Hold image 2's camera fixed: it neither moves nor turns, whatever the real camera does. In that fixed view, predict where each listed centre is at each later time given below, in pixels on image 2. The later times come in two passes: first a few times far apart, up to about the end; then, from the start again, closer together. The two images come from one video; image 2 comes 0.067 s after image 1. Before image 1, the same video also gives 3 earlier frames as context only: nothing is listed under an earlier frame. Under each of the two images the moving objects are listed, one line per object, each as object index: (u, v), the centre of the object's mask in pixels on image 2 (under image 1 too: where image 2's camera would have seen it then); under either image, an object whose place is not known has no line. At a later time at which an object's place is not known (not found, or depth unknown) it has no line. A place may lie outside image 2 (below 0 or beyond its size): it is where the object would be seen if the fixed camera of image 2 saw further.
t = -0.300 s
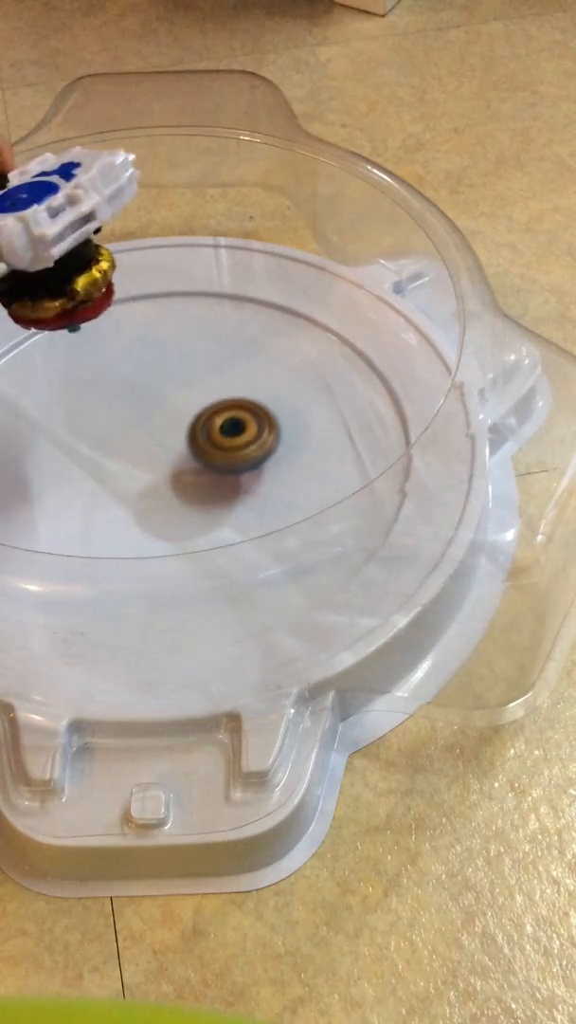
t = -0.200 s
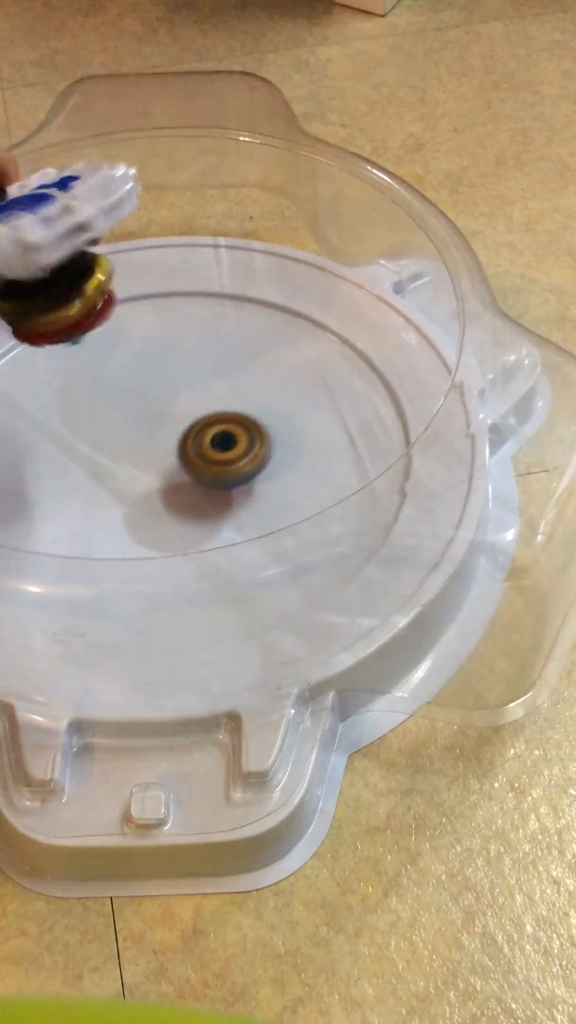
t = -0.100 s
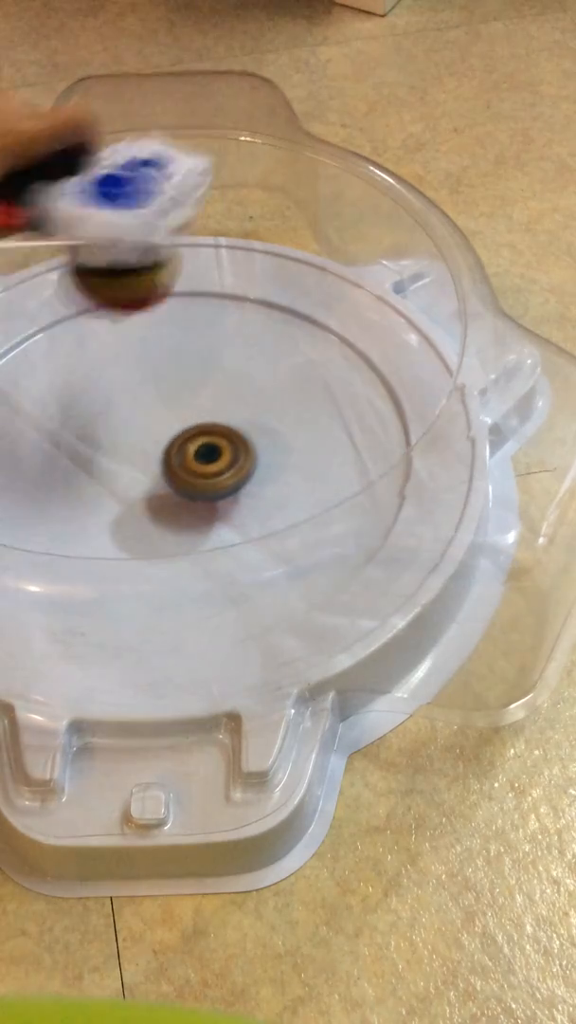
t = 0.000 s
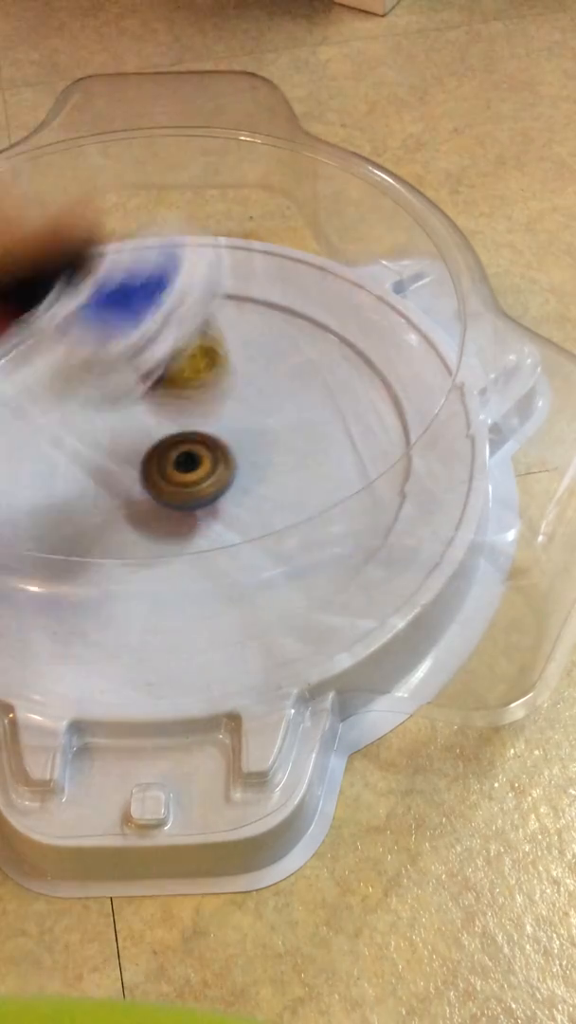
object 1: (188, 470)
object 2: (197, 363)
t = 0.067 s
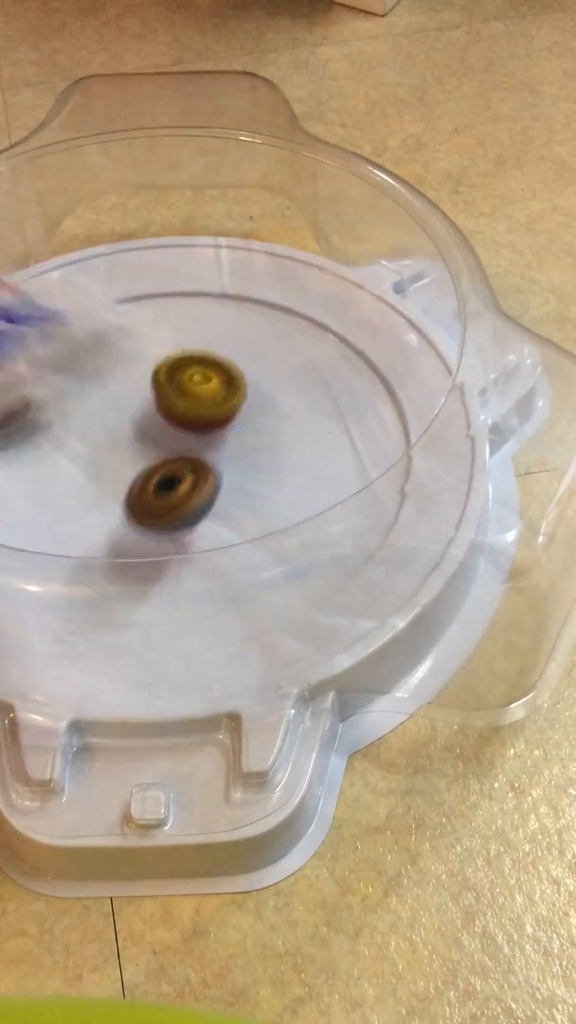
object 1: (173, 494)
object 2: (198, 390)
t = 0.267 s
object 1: (135, 602)
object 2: (214, 312)
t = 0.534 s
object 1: (66, 496)
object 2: (295, 415)
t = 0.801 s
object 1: (90, 369)
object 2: (120, 584)
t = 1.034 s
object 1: (141, 339)
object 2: (15, 410)
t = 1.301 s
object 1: (219, 377)
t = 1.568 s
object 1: (227, 443)
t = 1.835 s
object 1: (194, 484)
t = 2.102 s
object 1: (161, 486)
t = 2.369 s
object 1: (161, 455)
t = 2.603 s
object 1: (180, 430)
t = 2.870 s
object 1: (190, 425)
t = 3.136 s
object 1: (177, 436)
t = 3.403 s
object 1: (154, 451)
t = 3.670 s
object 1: (148, 455)
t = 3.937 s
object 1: (164, 458)
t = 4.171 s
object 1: (183, 458)
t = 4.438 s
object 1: (190, 452)
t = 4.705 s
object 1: (188, 440)
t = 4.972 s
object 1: (177, 434)
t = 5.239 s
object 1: (162, 439)
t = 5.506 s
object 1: (156, 450)
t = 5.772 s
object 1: (164, 460)
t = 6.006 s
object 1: (175, 461)
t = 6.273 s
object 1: (185, 453)
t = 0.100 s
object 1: (168, 514)
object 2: (199, 358)
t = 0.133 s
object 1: (165, 551)
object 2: (200, 338)
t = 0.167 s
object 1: (160, 588)
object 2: (203, 331)
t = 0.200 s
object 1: (150, 581)
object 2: (205, 316)
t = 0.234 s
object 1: (141, 586)
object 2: (209, 310)
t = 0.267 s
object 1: (135, 602)
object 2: (214, 312)
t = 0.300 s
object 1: (122, 589)
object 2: (219, 312)
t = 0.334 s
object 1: (113, 582)
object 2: (226, 319)
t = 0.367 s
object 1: (106, 580)
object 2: (234, 330)
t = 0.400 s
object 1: (95, 558)
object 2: (244, 343)
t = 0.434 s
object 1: (88, 549)
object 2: (254, 359)
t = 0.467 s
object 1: (81, 524)
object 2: (266, 374)
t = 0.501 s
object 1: (72, 513)
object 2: (280, 393)
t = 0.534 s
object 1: (66, 496)
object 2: (295, 415)
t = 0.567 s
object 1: (60, 477)
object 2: (304, 440)
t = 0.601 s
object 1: (59, 456)
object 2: (306, 467)
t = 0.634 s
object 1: (60, 438)
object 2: (299, 491)
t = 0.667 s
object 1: (64, 422)
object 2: (282, 523)
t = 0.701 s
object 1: (69, 405)
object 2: (253, 548)
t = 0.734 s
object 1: (75, 391)
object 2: (216, 569)
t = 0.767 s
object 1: (81, 380)
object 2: (169, 582)
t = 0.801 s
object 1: (90, 369)
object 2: (120, 584)
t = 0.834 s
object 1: (97, 362)
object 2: (74, 578)
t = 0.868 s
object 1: (104, 355)
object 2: (43, 560)
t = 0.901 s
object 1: (112, 350)
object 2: (25, 533)
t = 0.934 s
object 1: (119, 345)
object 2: (17, 505)
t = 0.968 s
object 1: (125, 343)
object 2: (13, 473)
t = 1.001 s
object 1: (133, 340)
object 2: (12, 440)
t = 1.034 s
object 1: (141, 339)
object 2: (15, 410)
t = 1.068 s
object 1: (148, 339)
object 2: (23, 381)
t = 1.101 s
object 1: (154, 340)
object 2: (35, 353)
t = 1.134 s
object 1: (161, 342)
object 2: (60, 329)
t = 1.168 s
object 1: (173, 347)
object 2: (93, 305)
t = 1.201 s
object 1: (189, 354)
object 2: (119, 287)
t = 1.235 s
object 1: (203, 362)
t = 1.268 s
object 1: (212, 370)
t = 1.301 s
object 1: (219, 377)
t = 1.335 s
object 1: (223, 385)
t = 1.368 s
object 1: (227, 394)
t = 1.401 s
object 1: (229, 403)
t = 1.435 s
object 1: (230, 411)
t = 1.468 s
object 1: (230, 419)
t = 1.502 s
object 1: (230, 428)
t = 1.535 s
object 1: (229, 435)
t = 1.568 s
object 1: (227, 443)
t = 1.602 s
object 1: (224, 450)
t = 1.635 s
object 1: (220, 457)
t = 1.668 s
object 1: (216, 464)
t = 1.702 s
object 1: (212, 469)
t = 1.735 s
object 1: (208, 474)
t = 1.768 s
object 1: (203, 478)
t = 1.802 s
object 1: (198, 482)
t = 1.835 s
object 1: (194, 484)
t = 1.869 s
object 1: (189, 487)
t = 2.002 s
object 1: (170, 490)
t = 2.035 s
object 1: (167, 490)
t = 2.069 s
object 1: (163, 488)
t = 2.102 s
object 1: (161, 486)
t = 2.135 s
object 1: (159, 484)
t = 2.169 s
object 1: (157, 480)
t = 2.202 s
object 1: (157, 477)
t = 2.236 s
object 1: (156, 473)
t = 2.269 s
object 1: (156, 469)
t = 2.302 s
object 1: (158, 465)
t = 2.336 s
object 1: (159, 460)
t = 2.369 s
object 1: (161, 455)
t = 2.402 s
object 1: (163, 451)
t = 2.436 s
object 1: (166, 447)
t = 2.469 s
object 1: (168, 443)
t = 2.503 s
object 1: (171, 439)
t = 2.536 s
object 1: (174, 436)
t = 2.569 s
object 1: (177, 433)
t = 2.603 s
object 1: (180, 430)
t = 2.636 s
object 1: (182, 428)
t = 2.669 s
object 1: (185, 426)
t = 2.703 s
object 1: (187, 425)
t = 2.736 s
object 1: (188, 425)
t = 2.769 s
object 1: (189, 424)
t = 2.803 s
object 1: (189, 424)
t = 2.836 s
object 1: (190, 425)
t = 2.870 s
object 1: (190, 425)
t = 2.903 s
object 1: (189, 426)
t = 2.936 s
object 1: (189, 427)
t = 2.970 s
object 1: (188, 428)
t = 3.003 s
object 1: (186, 429)
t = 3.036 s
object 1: (185, 430)
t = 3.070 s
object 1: (182, 432)
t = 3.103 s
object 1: (180, 434)
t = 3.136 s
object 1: (177, 436)
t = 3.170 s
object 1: (175, 437)
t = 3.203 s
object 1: (172, 439)
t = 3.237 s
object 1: (169, 442)
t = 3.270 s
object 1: (165, 443)
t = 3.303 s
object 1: (162, 446)
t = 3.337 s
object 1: (159, 447)
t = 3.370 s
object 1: (156, 449)
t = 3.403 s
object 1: (154, 451)
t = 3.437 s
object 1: (152, 452)
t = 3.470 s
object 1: (150, 453)
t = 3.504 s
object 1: (149, 454)
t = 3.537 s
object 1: (148, 455)
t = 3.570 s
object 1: (147, 455)
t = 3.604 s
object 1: (147, 455)
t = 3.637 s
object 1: (148, 455)
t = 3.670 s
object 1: (148, 455)
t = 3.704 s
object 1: (149, 455)
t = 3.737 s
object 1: (150, 455)
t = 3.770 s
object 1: (152, 455)
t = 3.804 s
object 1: (153, 456)
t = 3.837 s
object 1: (155, 457)
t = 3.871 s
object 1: (158, 457)
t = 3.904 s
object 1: (161, 458)
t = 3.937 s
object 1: (164, 458)
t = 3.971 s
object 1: (167, 458)
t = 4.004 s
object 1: (170, 459)
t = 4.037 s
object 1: (173, 459)
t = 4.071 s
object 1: (176, 459)
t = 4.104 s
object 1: (179, 459)
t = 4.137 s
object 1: (181, 458)
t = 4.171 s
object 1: (183, 458)
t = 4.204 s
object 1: (185, 458)
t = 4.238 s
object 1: (186, 458)
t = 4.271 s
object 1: (187, 457)
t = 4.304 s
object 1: (188, 456)
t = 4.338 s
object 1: (189, 455)
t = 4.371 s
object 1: (190, 454)
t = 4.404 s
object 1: (190, 453)
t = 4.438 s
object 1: (190, 452)
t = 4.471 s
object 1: (190, 451)
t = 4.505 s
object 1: (191, 449)
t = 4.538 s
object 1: (191, 447)
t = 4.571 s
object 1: (191, 446)
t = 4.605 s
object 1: (190, 444)
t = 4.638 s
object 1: (190, 442)
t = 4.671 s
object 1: (189, 441)
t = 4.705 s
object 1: (188, 440)
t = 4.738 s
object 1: (186, 438)
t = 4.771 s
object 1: (185, 437)
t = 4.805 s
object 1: (184, 436)
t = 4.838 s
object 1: (182, 435)
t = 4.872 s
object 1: (181, 435)
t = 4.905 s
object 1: (180, 434)
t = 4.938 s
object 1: (178, 434)
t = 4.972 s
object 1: (177, 434)
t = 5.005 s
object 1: (175, 434)
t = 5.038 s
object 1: (173, 434)
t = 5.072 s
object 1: (171, 435)
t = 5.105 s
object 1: (169, 435)
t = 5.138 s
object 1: (167, 436)
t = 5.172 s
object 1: (165, 437)
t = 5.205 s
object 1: (163, 438)
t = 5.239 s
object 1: (162, 439)
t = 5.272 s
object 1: (160, 440)
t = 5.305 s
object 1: (159, 441)
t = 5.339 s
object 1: (158, 443)
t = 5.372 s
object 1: (156, 444)
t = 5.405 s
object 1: (156, 445)
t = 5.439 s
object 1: (155, 447)
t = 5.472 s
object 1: (155, 449)
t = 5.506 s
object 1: (156, 450)
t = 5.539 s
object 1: (156, 452)
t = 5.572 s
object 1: (157, 453)
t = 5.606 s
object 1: (157, 454)
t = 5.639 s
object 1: (158, 456)
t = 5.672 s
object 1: (159, 457)
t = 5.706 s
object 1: (161, 458)
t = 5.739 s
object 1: (163, 459)
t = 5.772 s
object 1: (164, 460)
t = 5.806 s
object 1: (165, 461)
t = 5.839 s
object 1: (167, 461)
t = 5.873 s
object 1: (168, 462)
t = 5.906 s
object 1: (170, 462)
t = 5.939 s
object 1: (172, 462)
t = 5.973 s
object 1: (173, 461)
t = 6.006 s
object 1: (175, 461)
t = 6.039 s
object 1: (176, 461)
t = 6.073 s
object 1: (178, 460)
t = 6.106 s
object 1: (179, 459)
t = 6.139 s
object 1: (181, 458)
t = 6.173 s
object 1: (182, 457)
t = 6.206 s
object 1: (183, 456)
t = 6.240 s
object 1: (184, 454)
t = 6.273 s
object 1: (185, 453)
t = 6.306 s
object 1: (186, 451)
